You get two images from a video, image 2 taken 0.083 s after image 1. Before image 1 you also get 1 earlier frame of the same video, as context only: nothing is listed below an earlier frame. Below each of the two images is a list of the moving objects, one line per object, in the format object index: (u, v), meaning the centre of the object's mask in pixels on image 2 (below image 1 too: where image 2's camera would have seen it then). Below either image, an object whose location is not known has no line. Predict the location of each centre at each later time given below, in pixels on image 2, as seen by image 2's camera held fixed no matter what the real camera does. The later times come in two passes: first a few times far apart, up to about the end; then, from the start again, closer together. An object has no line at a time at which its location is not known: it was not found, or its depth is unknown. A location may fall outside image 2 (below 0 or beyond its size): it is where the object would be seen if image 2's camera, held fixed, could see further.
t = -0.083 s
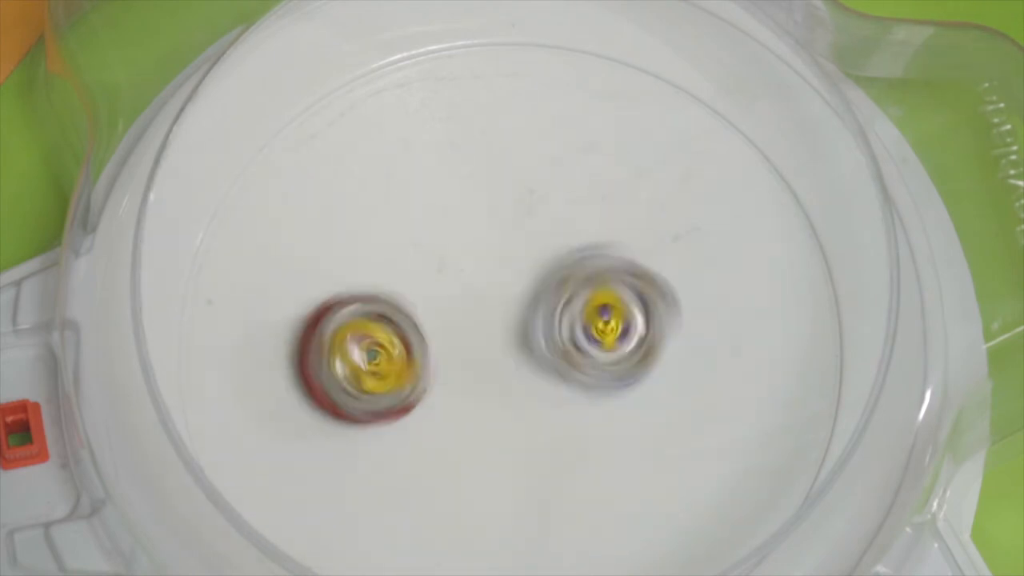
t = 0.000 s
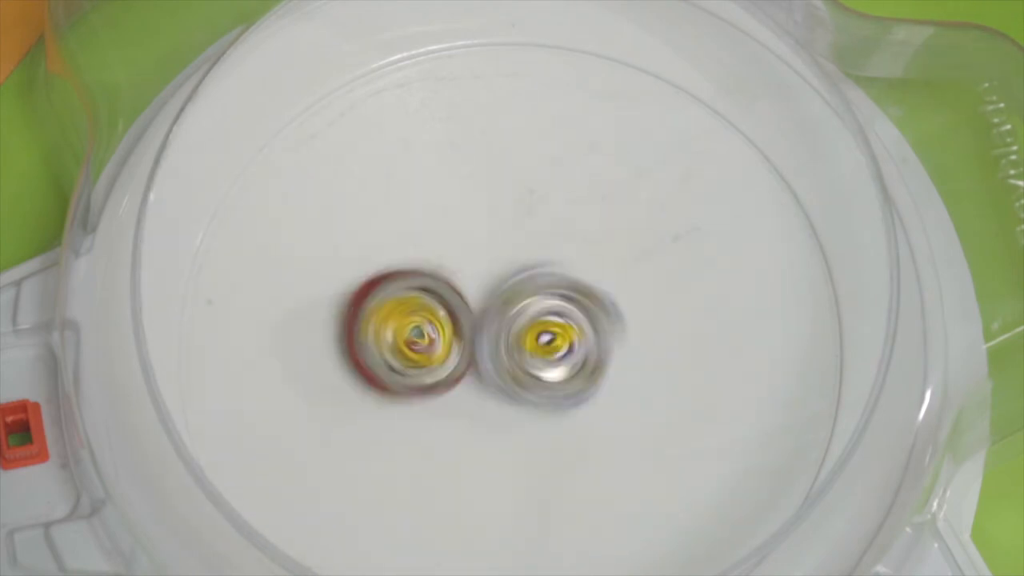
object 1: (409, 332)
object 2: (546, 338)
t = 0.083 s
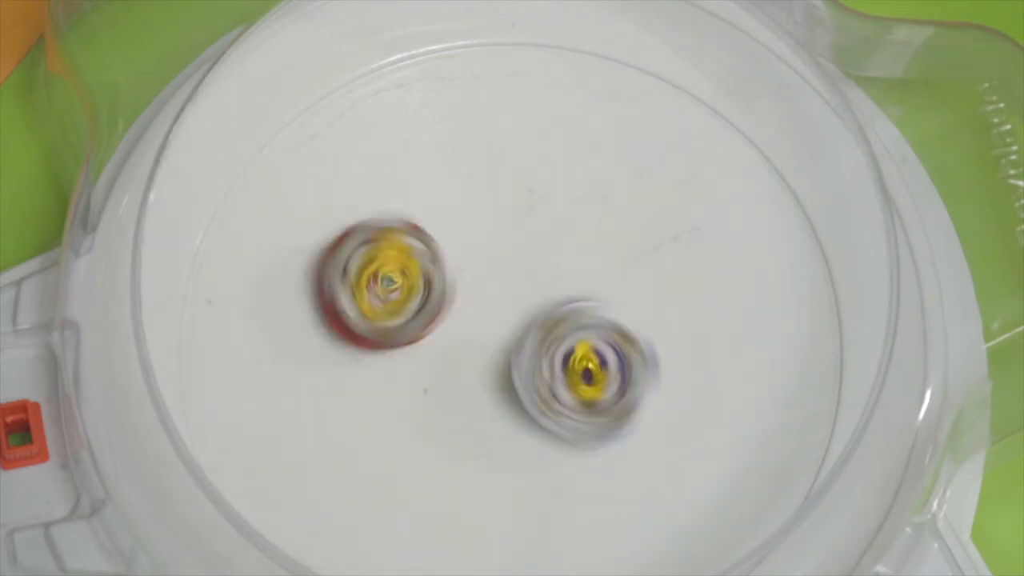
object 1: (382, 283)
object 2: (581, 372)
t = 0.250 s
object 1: (407, 266)
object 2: (588, 418)
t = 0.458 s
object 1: (481, 321)
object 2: (578, 469)
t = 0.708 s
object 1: (467, 231)
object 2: (604, 533)
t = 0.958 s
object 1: (480, 217)
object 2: (626, 488)
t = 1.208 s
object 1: (481, 298)
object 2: (553, 401)
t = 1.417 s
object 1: (423, 299)
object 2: (534, 408)
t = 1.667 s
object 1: (435, 296)
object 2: (506, 438)
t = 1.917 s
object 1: (460, 298)
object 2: (502, 439)
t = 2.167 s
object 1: (463, 293)
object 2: (532, 426)
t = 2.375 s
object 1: (454, 282)
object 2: (580, 398)
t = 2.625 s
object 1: (458, 287)
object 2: (594, 387)
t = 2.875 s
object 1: (466, 300)
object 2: (558, 392)
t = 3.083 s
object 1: (470, 293)
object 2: (547, 403)
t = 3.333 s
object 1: (479, 288)
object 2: (547, 430)
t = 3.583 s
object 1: (472, 267)
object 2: (564, 420)
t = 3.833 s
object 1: (502, 288)
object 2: (551, 410)
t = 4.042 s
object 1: (490, 316)
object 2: (538, 411)
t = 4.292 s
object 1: (470, 327)
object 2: (538, 411)
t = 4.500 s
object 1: (470, 325)
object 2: (539, 412)
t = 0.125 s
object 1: (377, 268)
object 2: (590, 380)
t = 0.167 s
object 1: (384, 264)
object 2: (589, 394)
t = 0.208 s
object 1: (395, 263)
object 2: (585, 405)
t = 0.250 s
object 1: (407, 266)
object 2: (588, 418)
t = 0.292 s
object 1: (422, 271)
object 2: (587, 435)
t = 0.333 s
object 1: (436, 278)
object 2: (590, 446)
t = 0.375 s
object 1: (452, 291)
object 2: (591, 460)
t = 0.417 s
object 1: (468, 305)
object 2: (585, 466)
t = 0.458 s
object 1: (481, 321)
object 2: (578, 469)
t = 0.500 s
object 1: (495, 338)
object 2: (568, 468)
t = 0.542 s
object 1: (504, 351)
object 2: (565, 464)
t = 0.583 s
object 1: (494, 311)
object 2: (586, 505)
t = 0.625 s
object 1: (478, 276)
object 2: (600, 525)
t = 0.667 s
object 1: (473, 250)
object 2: (604, 532)
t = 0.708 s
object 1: (467, 231)
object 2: (604, 533)
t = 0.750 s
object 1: (467, 221)
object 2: (606, 534)
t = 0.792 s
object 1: (465, 213)
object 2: (615, 530)
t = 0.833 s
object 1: (470, 210)
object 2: (623, 527)
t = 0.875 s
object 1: (471, 209)
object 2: (629, 519)
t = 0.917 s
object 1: (475, 211)
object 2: (628, 505)
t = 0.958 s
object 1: (480, 217)
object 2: (626, 488)
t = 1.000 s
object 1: (484, 224)
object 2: (618, 470)
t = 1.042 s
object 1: (487, 237)
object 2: (607, 455)
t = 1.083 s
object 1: (491, 249)
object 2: (595, 439)
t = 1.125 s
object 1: (489, 266)
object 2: (581, 425)
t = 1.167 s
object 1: (488, 284)
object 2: (566, 411)
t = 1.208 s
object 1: (481, 298)
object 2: (553, 401)
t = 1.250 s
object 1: (467, 302)
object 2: (554, 403)
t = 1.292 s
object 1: (453, 302)
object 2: (559, 405)
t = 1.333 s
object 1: (439, 302)
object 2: (551, 402)
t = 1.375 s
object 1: (429, 303)
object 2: (544, 403)
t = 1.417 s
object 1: (423, 299)
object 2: (534, 408)
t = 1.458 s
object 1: (422, 296)
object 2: (530, 419)
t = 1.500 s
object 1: (420, 295)
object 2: (526, 432)
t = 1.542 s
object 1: (422, 292)
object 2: (524, 441)
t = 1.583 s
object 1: (426, 292)
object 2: (516, 446)
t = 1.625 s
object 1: (429, 292)
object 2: (508, 447)
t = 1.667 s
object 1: (435, 296)
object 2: (506, 438)
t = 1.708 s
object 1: (439, 300)
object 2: (496, 439)
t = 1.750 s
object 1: (444, 308)
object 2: (498, 430)
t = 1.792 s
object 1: (445, 303)
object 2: (499, 430)
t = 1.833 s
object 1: (452, 294)
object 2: (501, 437)
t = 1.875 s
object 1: (458, 295)
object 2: (502, 440)
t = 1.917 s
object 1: (460, 298)
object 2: (502, 439)
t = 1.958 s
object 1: (460, 306)
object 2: (505, 436)
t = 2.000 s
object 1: (453, 308)
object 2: (508, 436)
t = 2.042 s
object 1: (453, 305)
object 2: (510, 429)
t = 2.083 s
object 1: (456, 303)
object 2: (518, 426)
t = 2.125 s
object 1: (458, 295)
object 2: (528, 425)
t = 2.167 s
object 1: (463, 293)
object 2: (532, 426)
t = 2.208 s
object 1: (464, 297)
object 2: (541, 423)
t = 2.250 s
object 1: (464, 300)
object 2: (548, 416)
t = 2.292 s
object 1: (460, 302)
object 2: (551, 410)
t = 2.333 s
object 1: (455, 296)
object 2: (566, 407)
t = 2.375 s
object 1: (454, 282)
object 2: (580, 398)
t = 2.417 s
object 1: (458, 278)
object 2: (580, 392)
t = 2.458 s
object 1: (466, 279)
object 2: (575, 387)
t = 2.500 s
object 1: (472, 287)
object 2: (571, 384)
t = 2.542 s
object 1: (473, 293)
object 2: (570, 387)
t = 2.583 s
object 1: (462, 290)
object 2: (587, 393)
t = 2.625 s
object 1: (458, 287)
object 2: (594, 387)
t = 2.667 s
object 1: (461, 288)
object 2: (586, 382)
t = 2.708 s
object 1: (461, 290)
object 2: (575, 387)
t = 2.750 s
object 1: (465, 291)
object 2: (570, 391)
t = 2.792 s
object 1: (467, 295)
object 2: (566, 391)
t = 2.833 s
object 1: (467, 298)
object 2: (562, 393)
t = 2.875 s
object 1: (466, 300)
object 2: (558, 392)
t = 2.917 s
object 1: (460, 298)
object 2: (557, 402)
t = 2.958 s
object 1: (459, 296)
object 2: (557, 407)
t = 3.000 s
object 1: (461, 292)
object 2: (558, 405)
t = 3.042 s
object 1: (466, 292)
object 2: (554, 403)
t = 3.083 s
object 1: (470, 293)
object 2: (547, 403)
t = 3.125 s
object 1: (473, 292)
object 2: (538, 403)
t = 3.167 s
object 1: (475, 288)
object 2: (531, 412)
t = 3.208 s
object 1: (472, 289)
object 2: (529, 425)
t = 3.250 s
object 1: (472, 289)
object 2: (535, 433)
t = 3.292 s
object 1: (476, 288)
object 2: (539, 432)
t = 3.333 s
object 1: (479, 288)
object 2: (547, 430)
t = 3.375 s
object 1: (478, 290)
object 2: (551, 426)
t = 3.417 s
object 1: (476, 290)
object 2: (556, 418)
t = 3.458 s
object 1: (477, 291)
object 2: (556, 406)
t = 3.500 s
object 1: (474, 283)
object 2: (556, 408)
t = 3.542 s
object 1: (471, 274)
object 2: (561, 415)
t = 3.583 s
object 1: (472, 267)
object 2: (564, 420)
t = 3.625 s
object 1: (473, 264)
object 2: (565, 421)
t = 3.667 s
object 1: (479, 265)
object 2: (567, 420)
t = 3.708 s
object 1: (484, 266)
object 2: (564, 418)
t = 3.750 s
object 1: (490, 271)
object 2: (561, 416)
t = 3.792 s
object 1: (496, 279)
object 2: (556, 413)
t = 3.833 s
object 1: (502, 288)
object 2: (551, 410)
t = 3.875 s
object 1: (507, 298)
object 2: (545, 407)
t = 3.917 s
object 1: (506, 308)
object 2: (540, 407)
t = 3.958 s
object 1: (500, 311)
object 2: (538, 411)
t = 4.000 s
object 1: (495, 315)
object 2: (538, 413)
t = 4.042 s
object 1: (490, 316)
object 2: (538, 411)
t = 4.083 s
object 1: (483, 319)
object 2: (538, 411)
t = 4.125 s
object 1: (479, 323)
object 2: (538, 411)
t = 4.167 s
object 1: (475, 326)
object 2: (538, 411)
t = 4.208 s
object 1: (473, 326)
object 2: (538, 411)
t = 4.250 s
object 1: (471, 326)
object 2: (538, 411)
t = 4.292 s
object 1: (470, 327)
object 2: (538, 411)
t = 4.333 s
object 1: (470, 327)
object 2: (538, 412)
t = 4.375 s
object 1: (470, 325)
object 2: (538, 411)
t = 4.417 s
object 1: (470, 325)
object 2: (539, 412)
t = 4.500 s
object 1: (470, 325)
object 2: (539, 412)
